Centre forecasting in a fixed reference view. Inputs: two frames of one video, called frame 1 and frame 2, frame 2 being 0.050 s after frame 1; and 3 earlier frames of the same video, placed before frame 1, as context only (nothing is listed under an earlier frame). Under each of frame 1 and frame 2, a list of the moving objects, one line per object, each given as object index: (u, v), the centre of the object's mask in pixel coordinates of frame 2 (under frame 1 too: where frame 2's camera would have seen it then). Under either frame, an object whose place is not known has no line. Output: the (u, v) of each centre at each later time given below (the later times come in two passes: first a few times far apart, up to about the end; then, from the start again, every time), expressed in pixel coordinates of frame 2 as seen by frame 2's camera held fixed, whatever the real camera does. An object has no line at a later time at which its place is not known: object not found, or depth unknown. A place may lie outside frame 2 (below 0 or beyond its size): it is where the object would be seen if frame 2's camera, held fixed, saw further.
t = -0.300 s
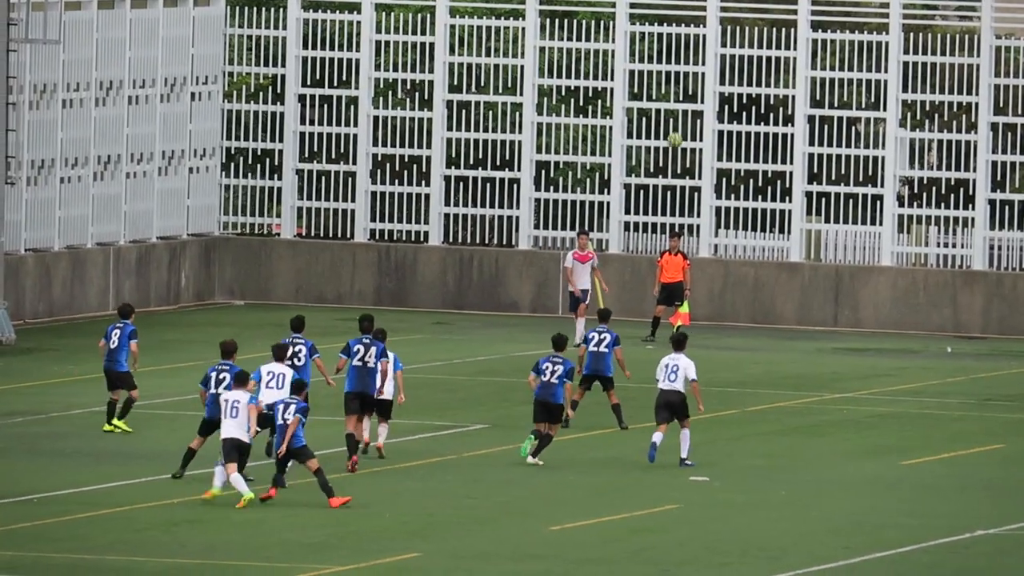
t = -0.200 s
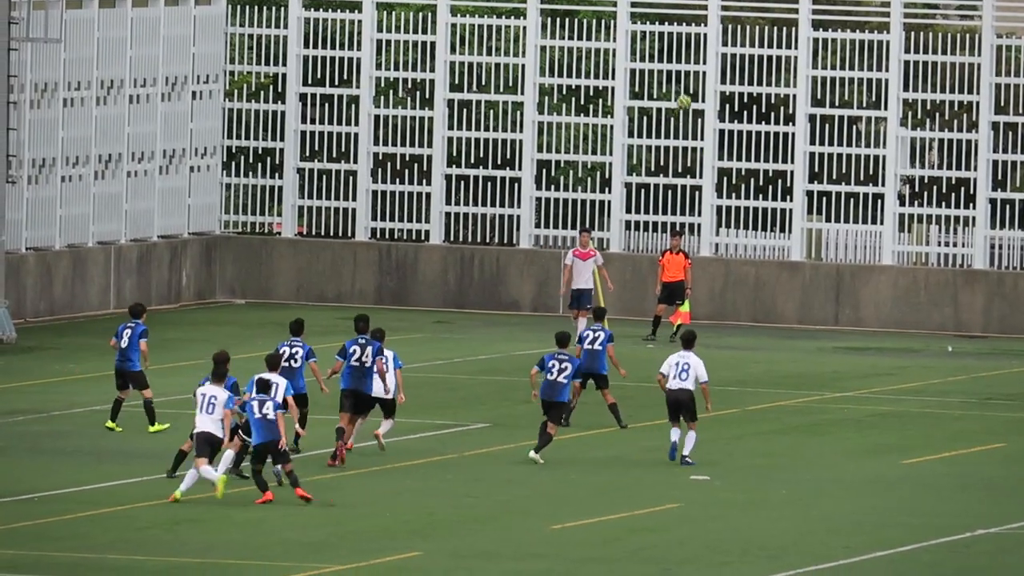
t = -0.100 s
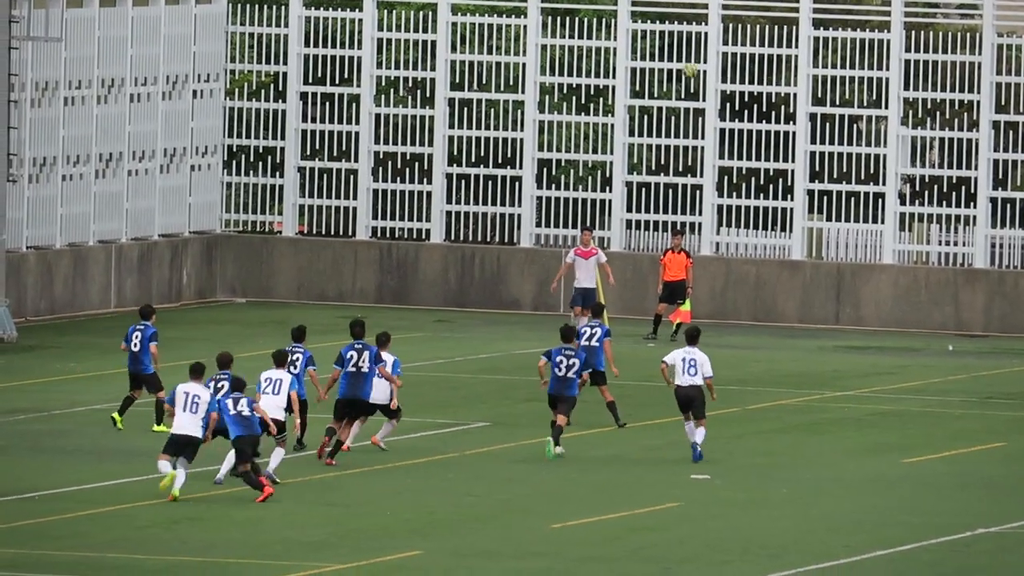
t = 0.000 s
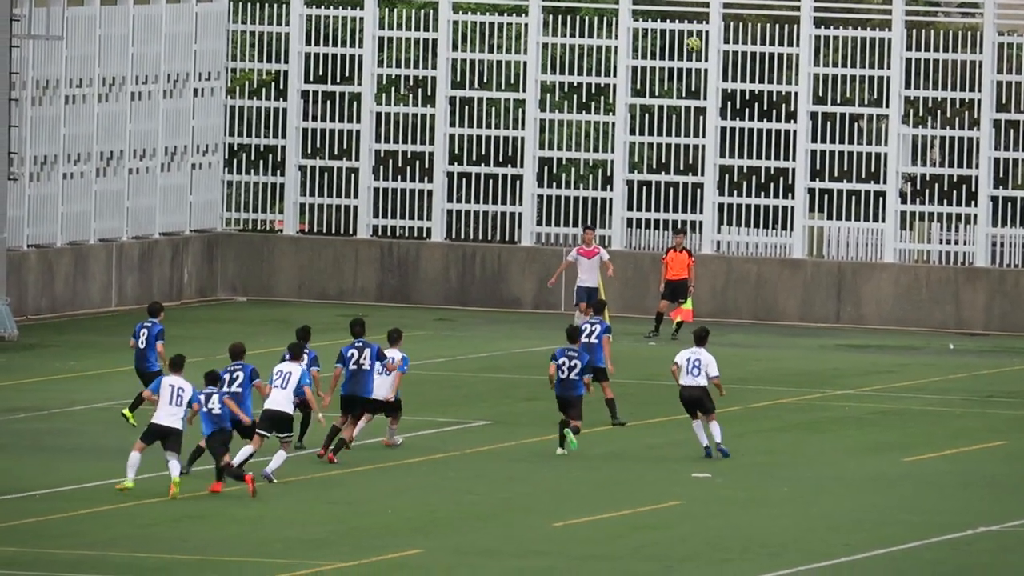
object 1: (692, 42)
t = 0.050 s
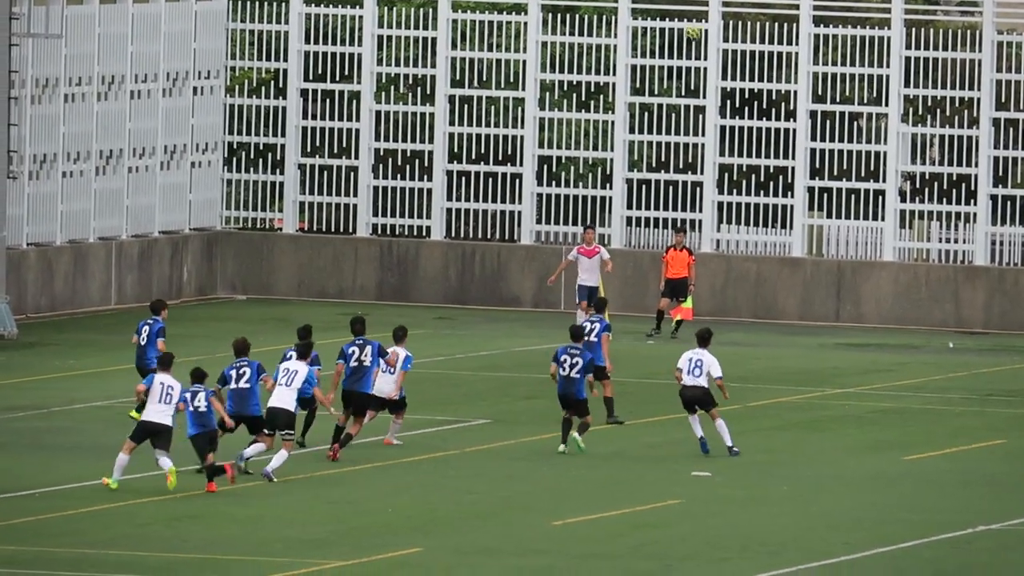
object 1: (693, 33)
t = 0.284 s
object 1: (686, 8)
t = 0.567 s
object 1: (664, 28)
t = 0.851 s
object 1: (627, 105)
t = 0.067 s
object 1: (692, 31)
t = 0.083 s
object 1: (693, 28)
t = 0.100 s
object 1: (693, 25)
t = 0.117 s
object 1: (692, 23)
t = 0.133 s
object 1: (692, 20)
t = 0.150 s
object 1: (691, 18)
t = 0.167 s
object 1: (691, 16)
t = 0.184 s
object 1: (690, 15)
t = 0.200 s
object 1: (690, 14)
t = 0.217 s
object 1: (689, 12)
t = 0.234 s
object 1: (689, 10)
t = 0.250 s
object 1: (688, 9)
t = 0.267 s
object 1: (687, 9)
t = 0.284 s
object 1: (686, 8)
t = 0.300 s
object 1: (686, 9)
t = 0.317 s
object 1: (684, 9)
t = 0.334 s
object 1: (683, 9)
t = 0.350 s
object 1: (682, 9)
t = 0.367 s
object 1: (682, 9)
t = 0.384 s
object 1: (680, 10)
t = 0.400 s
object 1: (678, 10)
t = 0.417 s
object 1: (677, 11)
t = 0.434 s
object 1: (676, 12)
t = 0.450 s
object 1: (675, 14)
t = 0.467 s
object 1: (673, 15)
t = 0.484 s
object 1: (671, 17)
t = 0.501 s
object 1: (670, 18)
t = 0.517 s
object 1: (668, 20)
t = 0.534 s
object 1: (667, 22)
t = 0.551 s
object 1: (665, 25)
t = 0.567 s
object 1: (664, 28)
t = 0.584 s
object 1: (661, 31)
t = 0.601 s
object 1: (659, 34)
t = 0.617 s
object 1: (657, 37)
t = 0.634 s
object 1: (656, 41)
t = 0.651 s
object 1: (654, 43)
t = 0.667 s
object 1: (651, 49)
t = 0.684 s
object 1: (650, 53)
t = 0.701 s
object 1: (648, 57)
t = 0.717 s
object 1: (646, 61)
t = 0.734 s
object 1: (644, 67)
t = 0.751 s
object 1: (641, 71)
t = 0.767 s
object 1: (639, 76)
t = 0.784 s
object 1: (637, 81)
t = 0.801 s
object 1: (635, 87)
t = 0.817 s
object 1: (632, 94)
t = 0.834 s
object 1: (630, 99)
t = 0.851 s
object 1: (627, 105)
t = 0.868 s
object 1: (624, 111)
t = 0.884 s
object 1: (622, 118)
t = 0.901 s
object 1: (618, 125)
